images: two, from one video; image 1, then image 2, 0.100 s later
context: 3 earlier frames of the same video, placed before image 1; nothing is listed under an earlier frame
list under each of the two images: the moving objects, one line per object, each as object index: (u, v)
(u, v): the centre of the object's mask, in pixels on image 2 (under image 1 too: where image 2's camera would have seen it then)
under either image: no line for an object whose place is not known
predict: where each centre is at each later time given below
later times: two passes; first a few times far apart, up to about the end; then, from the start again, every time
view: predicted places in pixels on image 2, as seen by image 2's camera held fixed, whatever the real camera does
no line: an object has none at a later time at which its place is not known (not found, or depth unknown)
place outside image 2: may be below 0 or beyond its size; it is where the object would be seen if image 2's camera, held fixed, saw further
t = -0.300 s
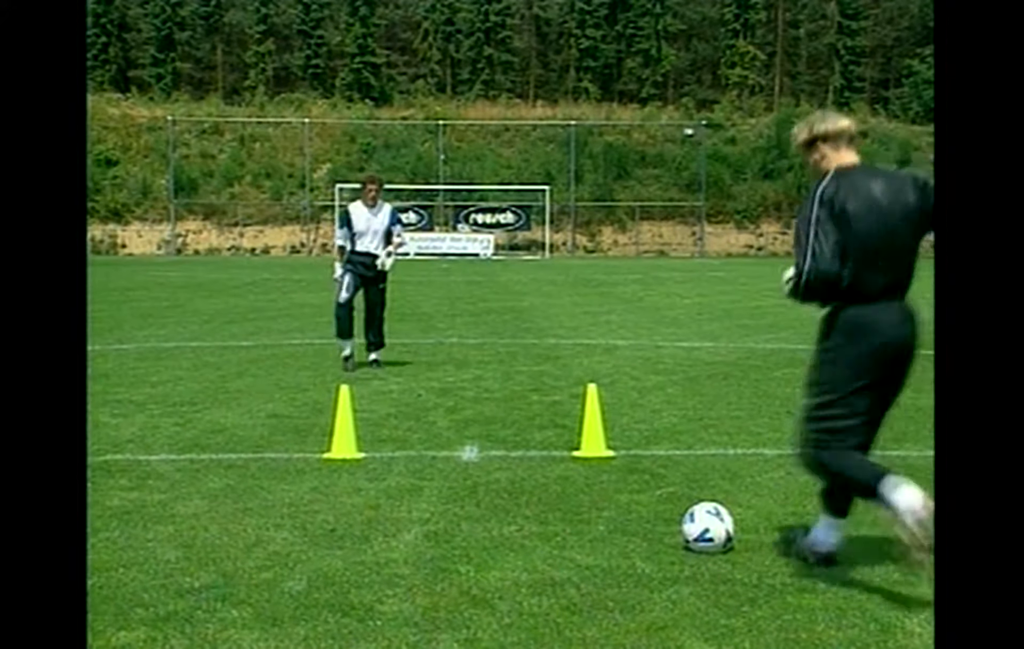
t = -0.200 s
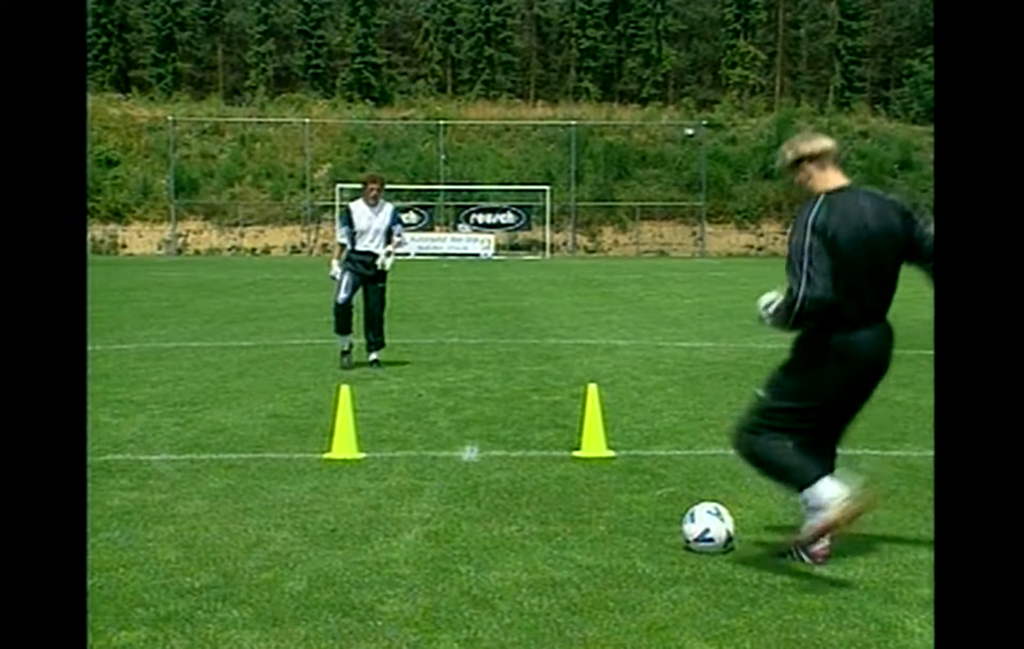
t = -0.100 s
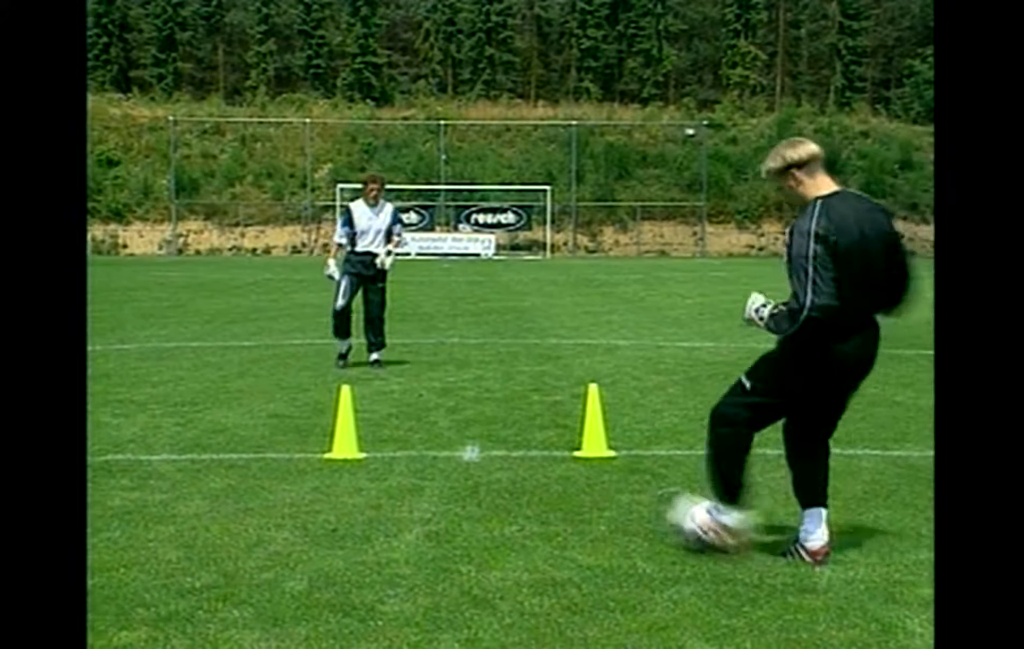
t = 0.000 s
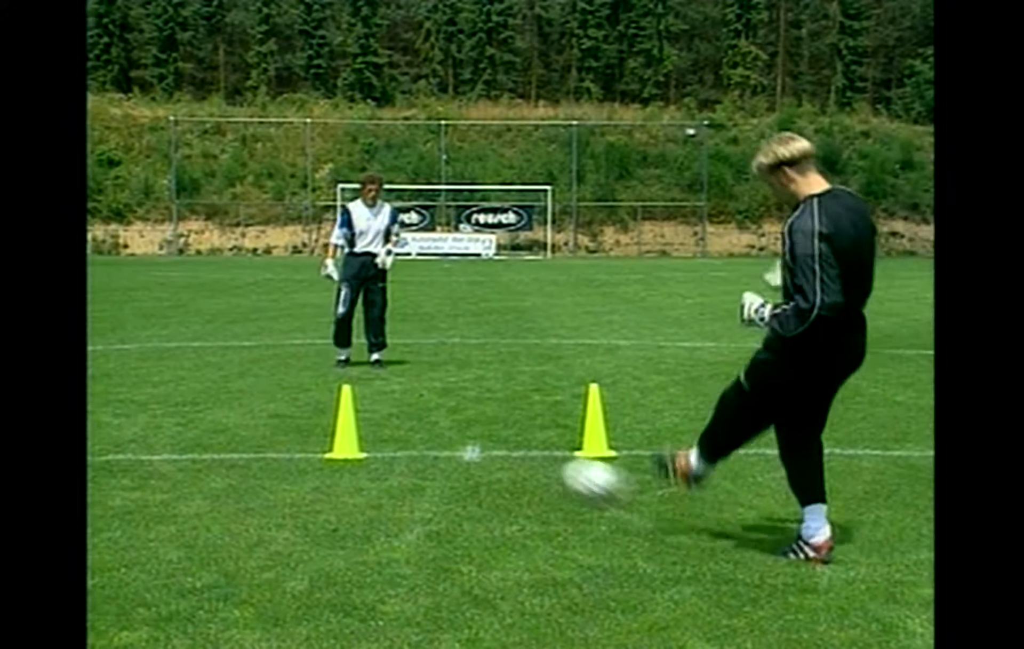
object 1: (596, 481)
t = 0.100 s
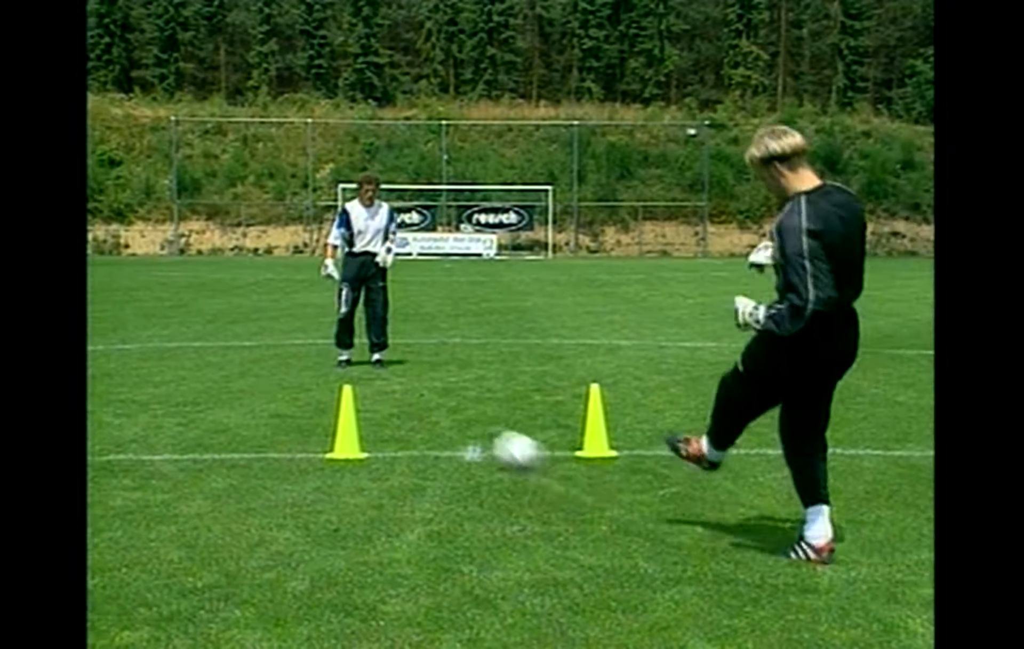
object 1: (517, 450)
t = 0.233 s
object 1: (446, 424)
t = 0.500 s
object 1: (367, 393)
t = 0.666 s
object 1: (335, 379)
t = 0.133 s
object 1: (495, 443)
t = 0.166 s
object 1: (479, 436)
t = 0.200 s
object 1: (461, 431)
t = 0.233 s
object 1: (446, 424)
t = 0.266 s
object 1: (433, 420)
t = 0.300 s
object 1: (422, 415)
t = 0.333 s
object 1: (410, 409)
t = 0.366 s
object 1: (400, 406)
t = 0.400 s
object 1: (390, 403)
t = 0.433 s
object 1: (381, 399)
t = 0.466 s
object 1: (373, 396)
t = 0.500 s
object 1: (367, 393)
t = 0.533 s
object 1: (361, 389)
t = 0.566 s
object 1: (355, 385)
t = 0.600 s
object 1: (347, 381)
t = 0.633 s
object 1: (341, 380)
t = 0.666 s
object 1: (335, 379)
